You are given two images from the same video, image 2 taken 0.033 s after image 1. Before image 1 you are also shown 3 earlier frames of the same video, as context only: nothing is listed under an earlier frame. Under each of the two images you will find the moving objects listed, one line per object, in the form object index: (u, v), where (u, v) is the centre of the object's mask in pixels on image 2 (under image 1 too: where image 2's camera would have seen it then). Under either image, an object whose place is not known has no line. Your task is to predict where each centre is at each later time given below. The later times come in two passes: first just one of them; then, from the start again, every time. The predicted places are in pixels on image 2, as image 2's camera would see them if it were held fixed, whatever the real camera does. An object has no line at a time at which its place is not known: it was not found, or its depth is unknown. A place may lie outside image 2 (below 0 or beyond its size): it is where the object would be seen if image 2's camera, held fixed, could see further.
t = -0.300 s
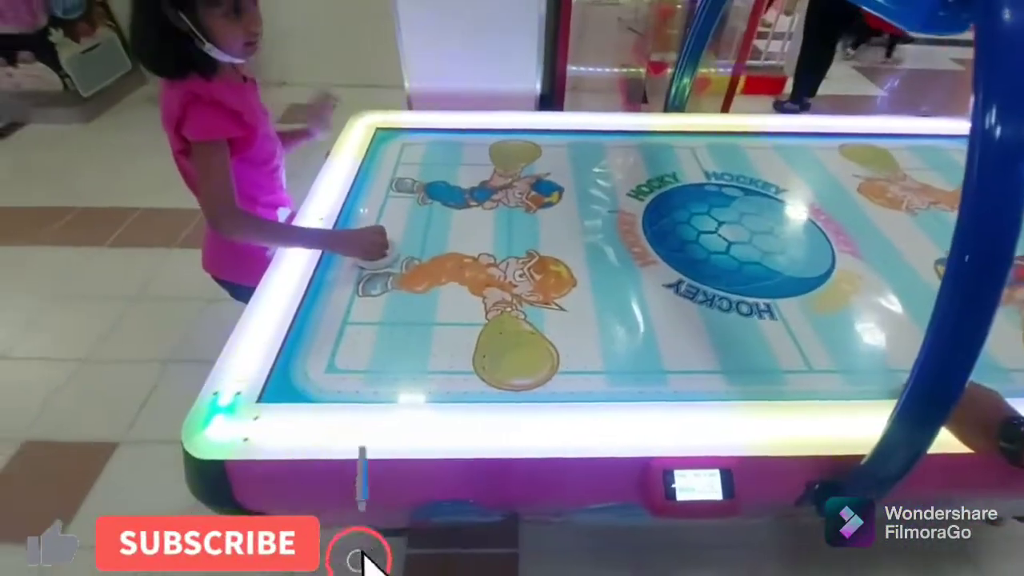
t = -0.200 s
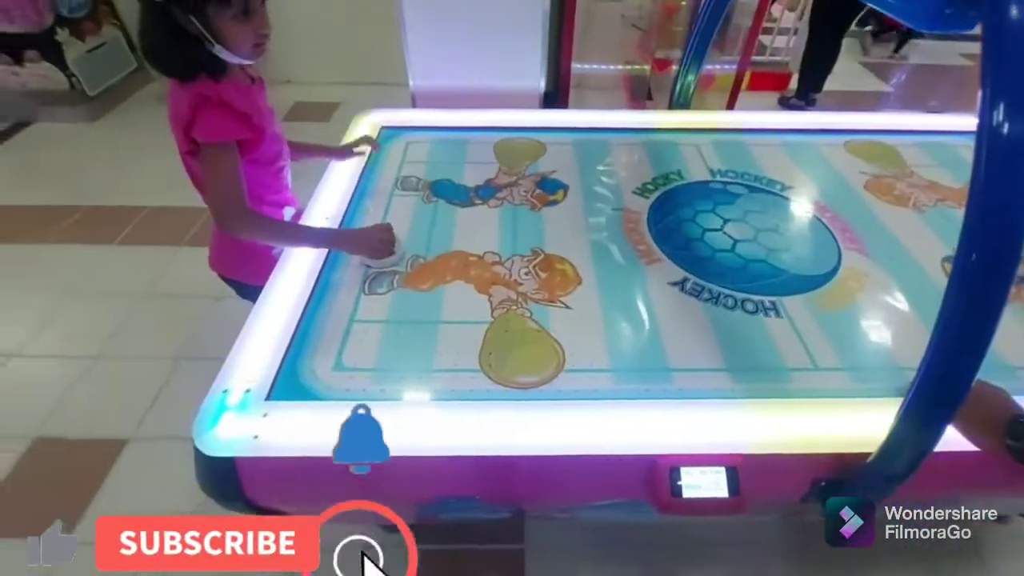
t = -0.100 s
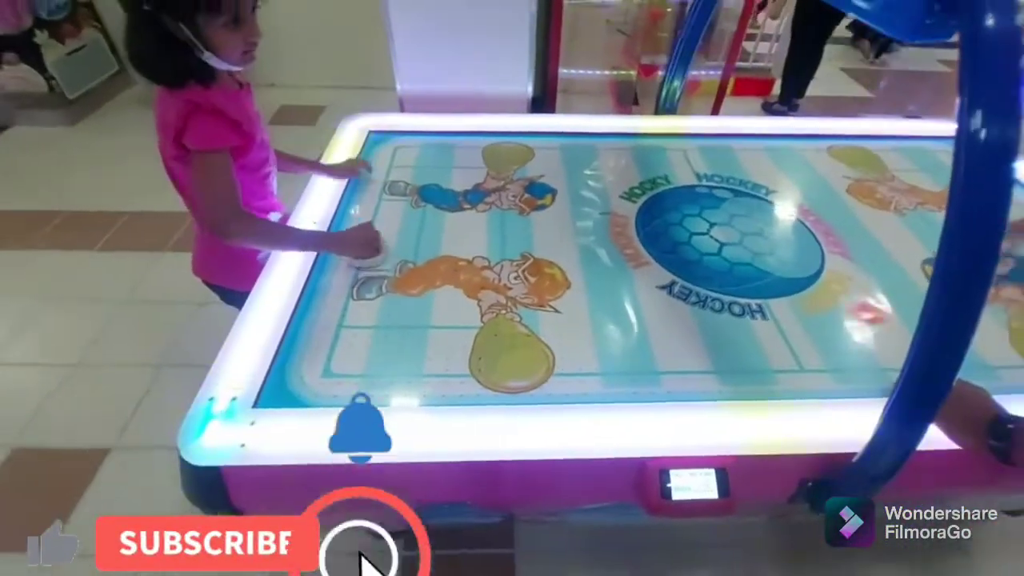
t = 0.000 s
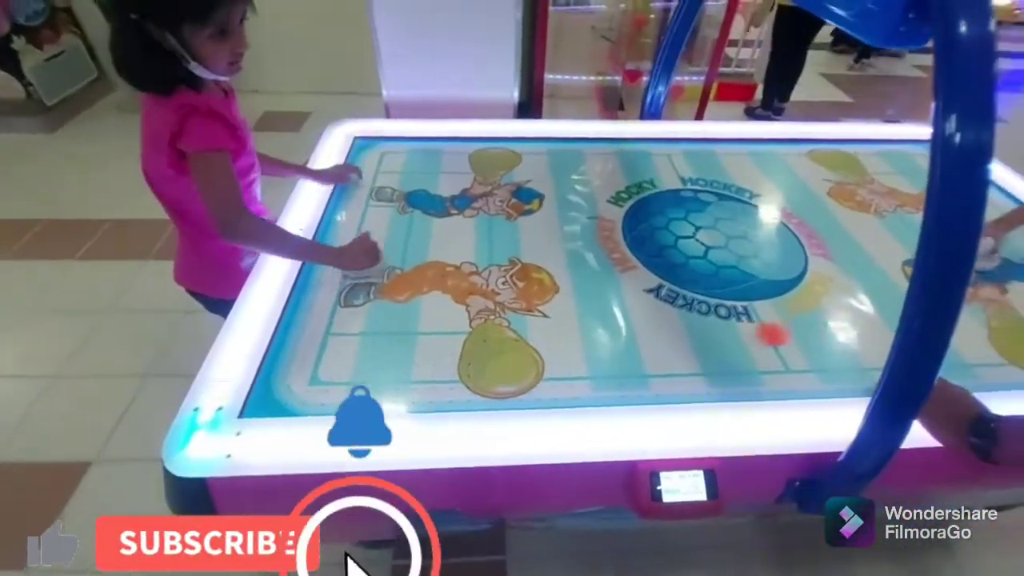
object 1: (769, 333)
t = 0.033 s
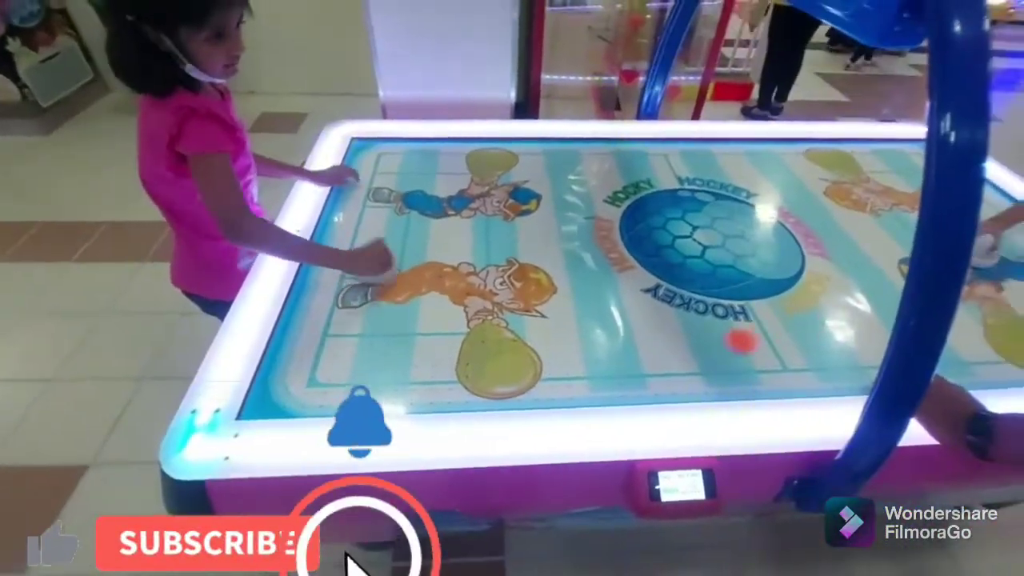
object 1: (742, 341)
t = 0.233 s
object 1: (557, 388)
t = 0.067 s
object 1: (712, 348)
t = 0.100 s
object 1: (683, 356)
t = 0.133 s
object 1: (651, 364)
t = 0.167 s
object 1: (621, 372)
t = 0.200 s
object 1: (589, 380)
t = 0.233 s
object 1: (557, 388)
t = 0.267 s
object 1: (525, 394)
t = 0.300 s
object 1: (489, 402)
